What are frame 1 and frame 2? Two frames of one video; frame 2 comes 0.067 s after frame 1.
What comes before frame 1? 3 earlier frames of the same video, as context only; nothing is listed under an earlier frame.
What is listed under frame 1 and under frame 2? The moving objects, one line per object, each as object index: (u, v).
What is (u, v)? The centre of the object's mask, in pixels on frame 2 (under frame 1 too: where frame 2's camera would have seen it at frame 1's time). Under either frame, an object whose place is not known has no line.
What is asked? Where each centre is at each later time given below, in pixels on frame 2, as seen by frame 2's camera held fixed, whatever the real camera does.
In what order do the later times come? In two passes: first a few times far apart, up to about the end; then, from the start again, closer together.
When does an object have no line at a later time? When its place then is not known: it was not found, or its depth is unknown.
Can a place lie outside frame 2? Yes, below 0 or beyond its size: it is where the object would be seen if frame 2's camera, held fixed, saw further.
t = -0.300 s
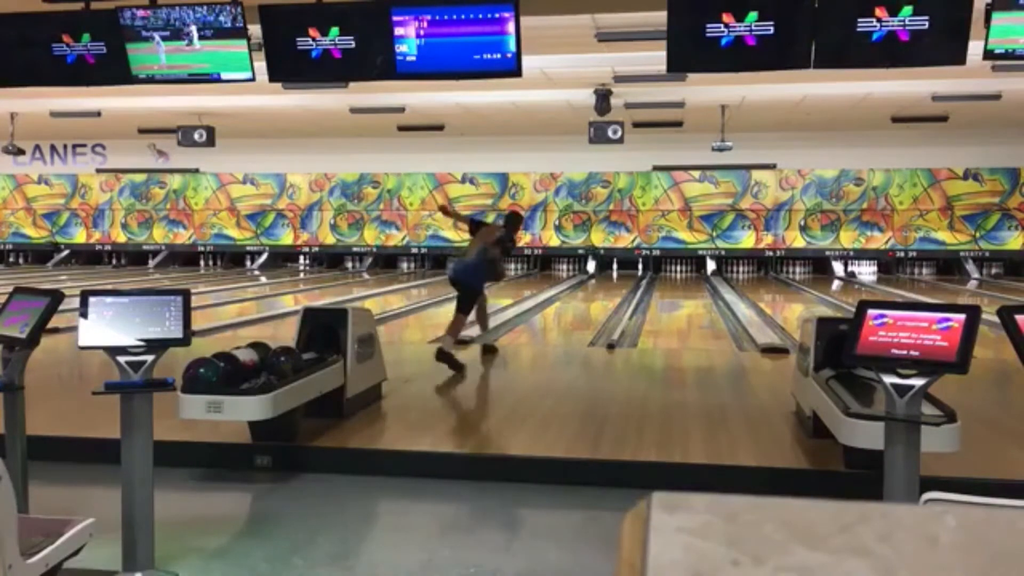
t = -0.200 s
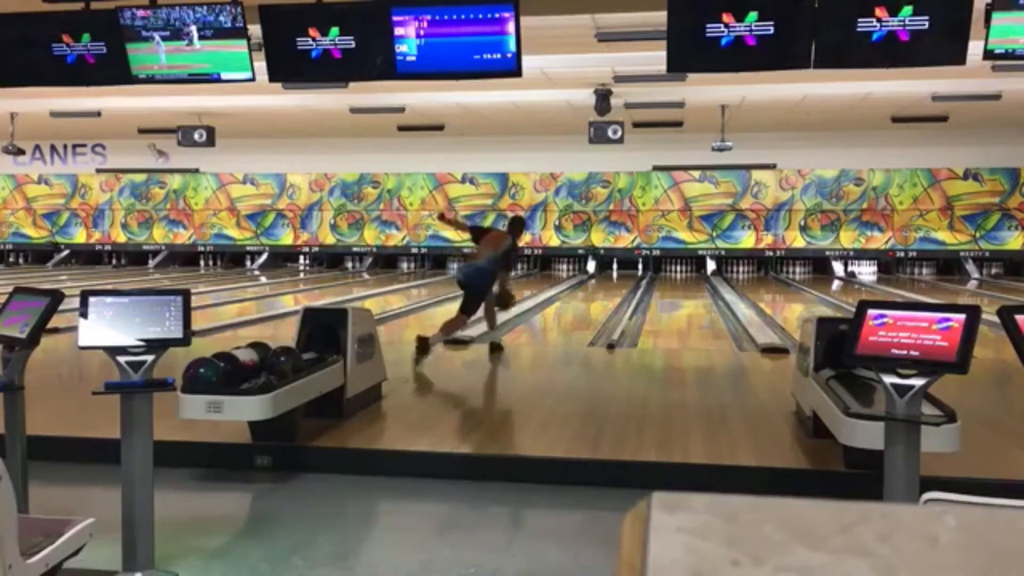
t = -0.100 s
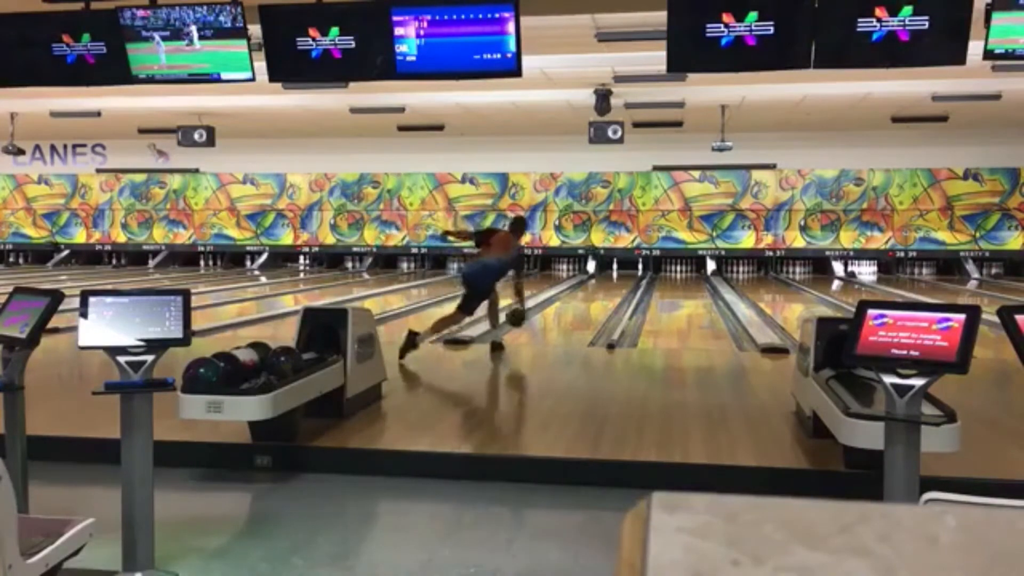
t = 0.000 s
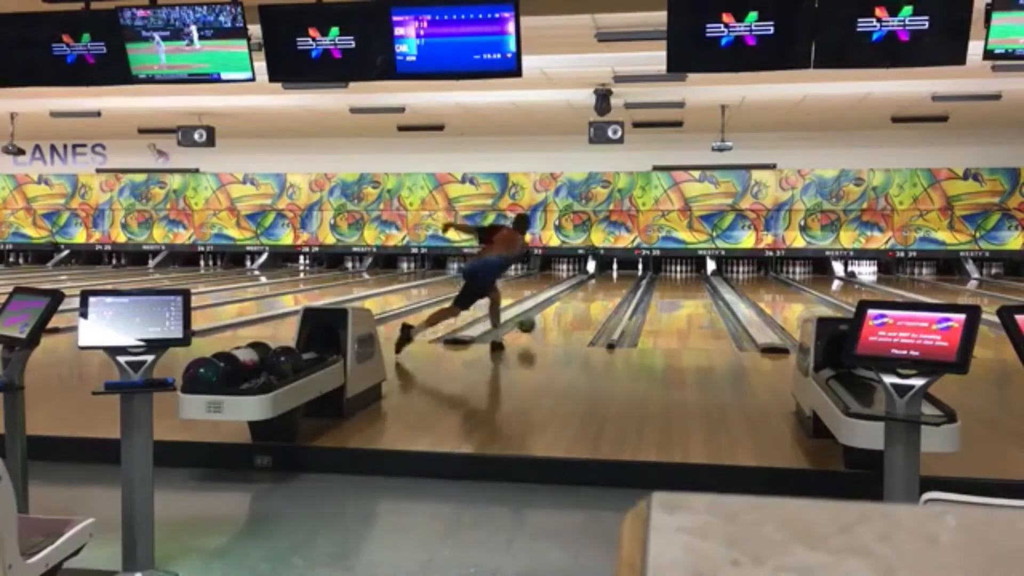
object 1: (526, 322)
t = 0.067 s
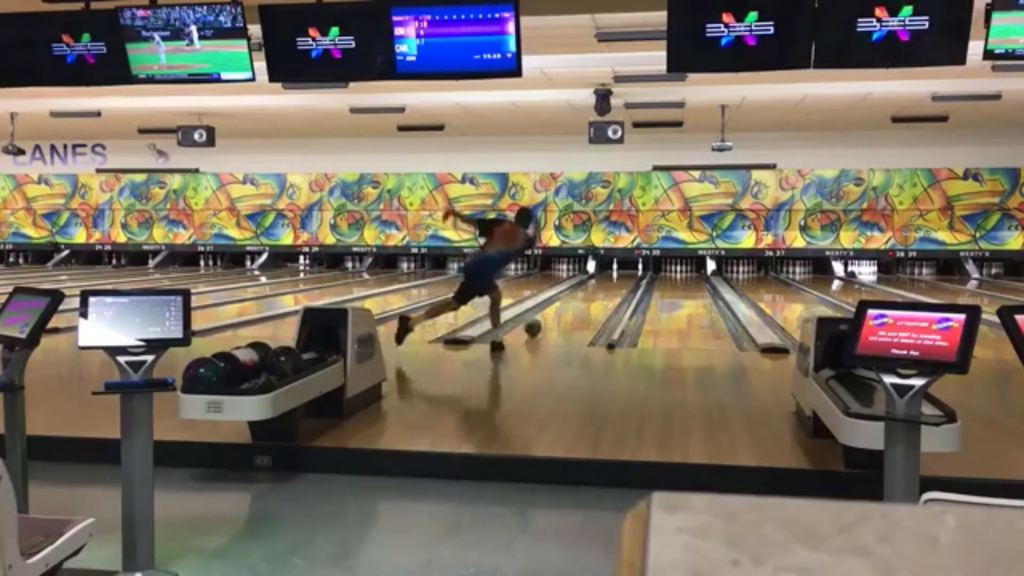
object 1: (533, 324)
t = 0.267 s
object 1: (549, 312)
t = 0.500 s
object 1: (563, 303)
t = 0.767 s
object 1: (576, 293)
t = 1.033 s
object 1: (584, 287)
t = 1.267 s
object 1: (591, 282)
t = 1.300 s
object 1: (592, 282)
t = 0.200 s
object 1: (543, 316)
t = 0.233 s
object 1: (546, 314)
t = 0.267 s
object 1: (549, 312)
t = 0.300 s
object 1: (551, 311)
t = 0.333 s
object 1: (553, 309)
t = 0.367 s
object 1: (555, 308)
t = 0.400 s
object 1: (557, 306)
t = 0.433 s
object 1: (560, 305)
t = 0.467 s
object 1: (561, 304)
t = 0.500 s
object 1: (563, 303)
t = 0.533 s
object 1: (564, 302)
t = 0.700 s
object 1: (573, 296)
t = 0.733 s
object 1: (574, 294)
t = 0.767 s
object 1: (576, 293)
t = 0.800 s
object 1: (578, 293)
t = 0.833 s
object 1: (578, 293)
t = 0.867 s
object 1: (579, 291)
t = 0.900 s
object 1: (581, 289)
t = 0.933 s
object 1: (582, 289)
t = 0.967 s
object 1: (583, 288)
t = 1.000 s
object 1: (583, 288)
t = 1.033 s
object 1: (584, 287)
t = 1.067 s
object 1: (586, 287)
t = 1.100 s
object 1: (586, 286)
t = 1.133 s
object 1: (587, 285)
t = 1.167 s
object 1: (587, 285)
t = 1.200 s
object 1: (589, 284)
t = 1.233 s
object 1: (591, 283)
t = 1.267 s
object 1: (591, 282)
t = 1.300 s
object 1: (592, 282)
